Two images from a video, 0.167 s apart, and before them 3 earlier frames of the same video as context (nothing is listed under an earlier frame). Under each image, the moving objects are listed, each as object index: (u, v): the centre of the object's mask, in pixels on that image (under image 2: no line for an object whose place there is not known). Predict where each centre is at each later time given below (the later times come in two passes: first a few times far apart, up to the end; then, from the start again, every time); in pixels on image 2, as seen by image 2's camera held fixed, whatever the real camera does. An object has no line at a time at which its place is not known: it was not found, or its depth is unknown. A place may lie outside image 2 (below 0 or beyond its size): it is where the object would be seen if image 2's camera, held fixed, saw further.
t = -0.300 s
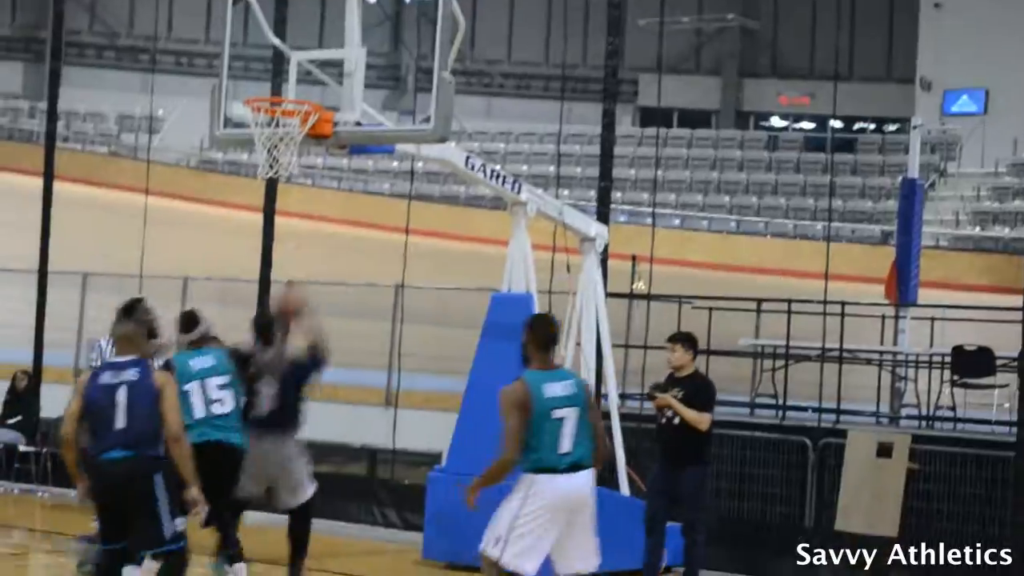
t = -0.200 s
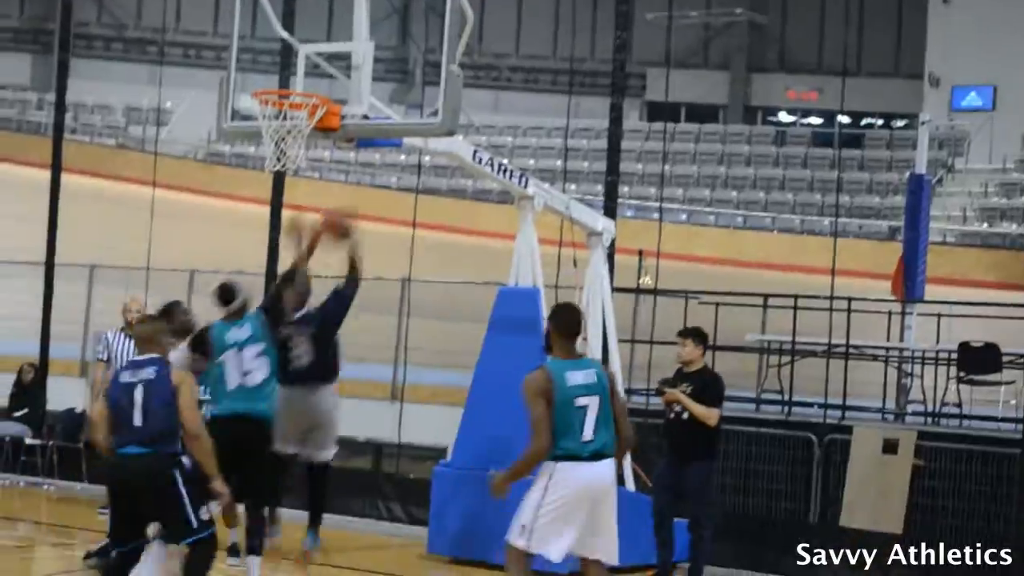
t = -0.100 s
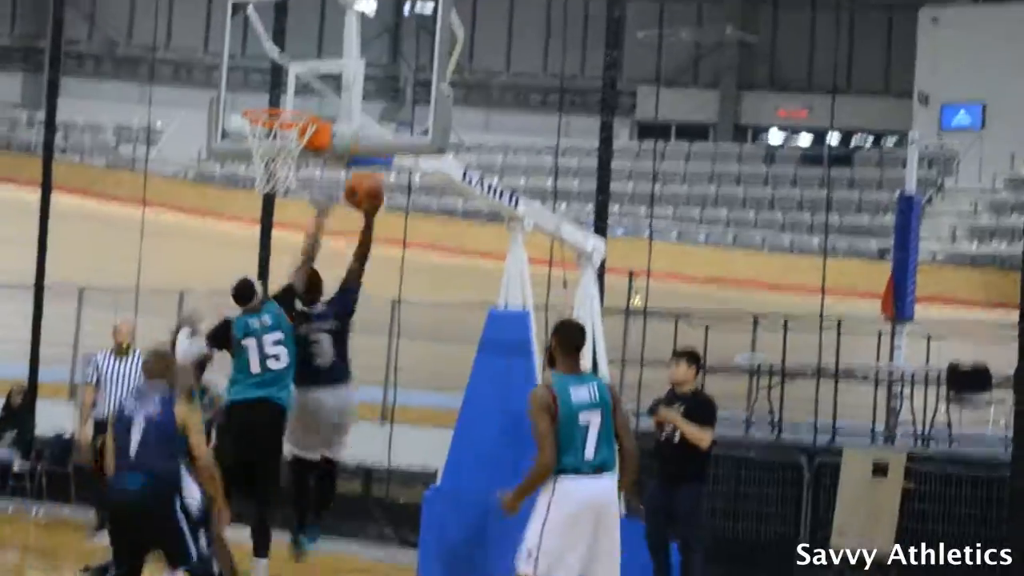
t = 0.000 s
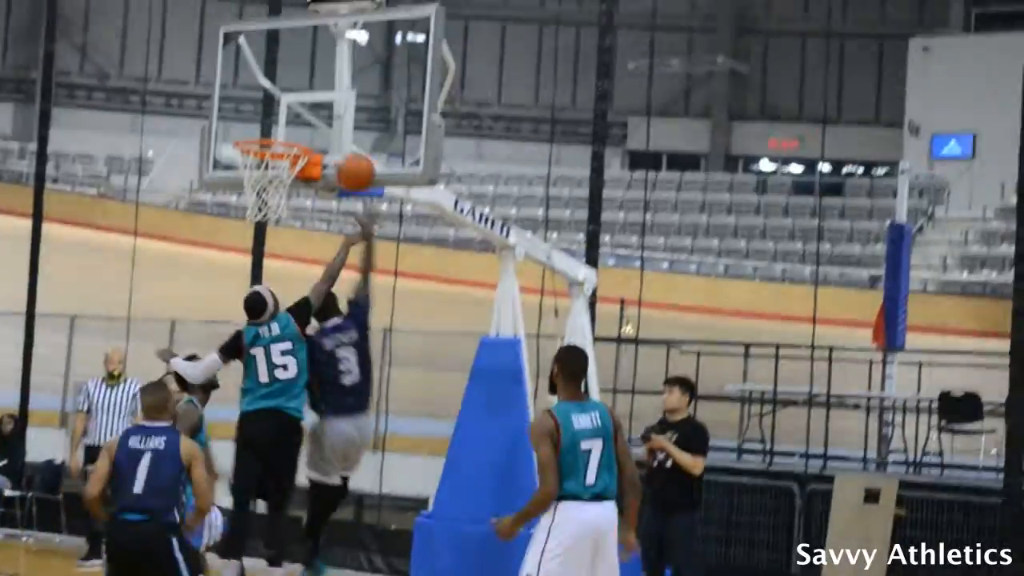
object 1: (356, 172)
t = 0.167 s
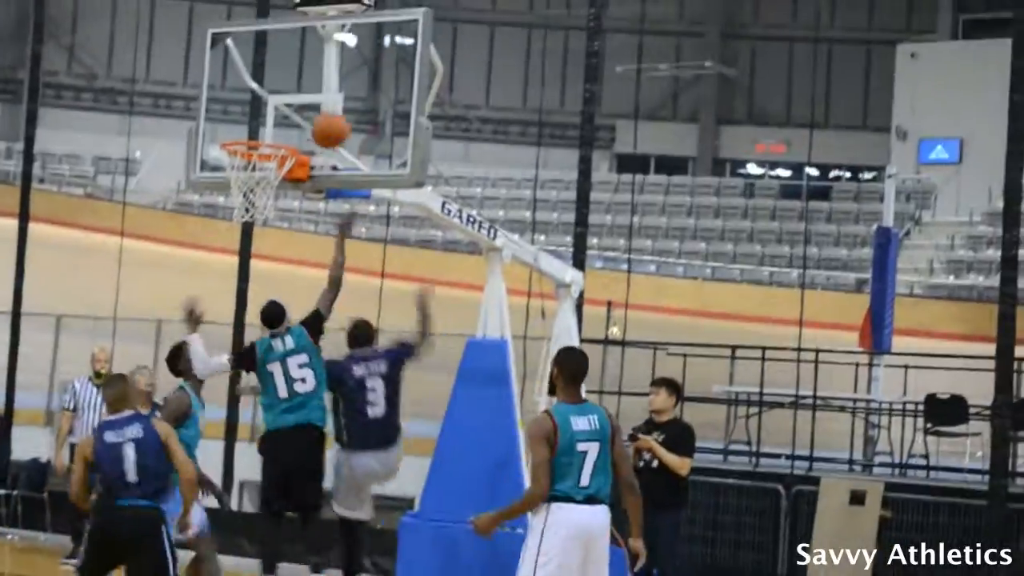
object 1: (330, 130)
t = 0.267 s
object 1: (301, 126)
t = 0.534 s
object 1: (225, 183)
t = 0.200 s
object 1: (322, 127)
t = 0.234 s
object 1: (311, 126)
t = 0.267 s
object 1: (301, 126)
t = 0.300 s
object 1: (292, 127)
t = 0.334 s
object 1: (283, 129)
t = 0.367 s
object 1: (272, 132)
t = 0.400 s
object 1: (263, 134)
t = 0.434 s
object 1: (249, 157)
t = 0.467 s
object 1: (242, 162)
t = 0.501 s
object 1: (232, 176)
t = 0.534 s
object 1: (225, 183)
